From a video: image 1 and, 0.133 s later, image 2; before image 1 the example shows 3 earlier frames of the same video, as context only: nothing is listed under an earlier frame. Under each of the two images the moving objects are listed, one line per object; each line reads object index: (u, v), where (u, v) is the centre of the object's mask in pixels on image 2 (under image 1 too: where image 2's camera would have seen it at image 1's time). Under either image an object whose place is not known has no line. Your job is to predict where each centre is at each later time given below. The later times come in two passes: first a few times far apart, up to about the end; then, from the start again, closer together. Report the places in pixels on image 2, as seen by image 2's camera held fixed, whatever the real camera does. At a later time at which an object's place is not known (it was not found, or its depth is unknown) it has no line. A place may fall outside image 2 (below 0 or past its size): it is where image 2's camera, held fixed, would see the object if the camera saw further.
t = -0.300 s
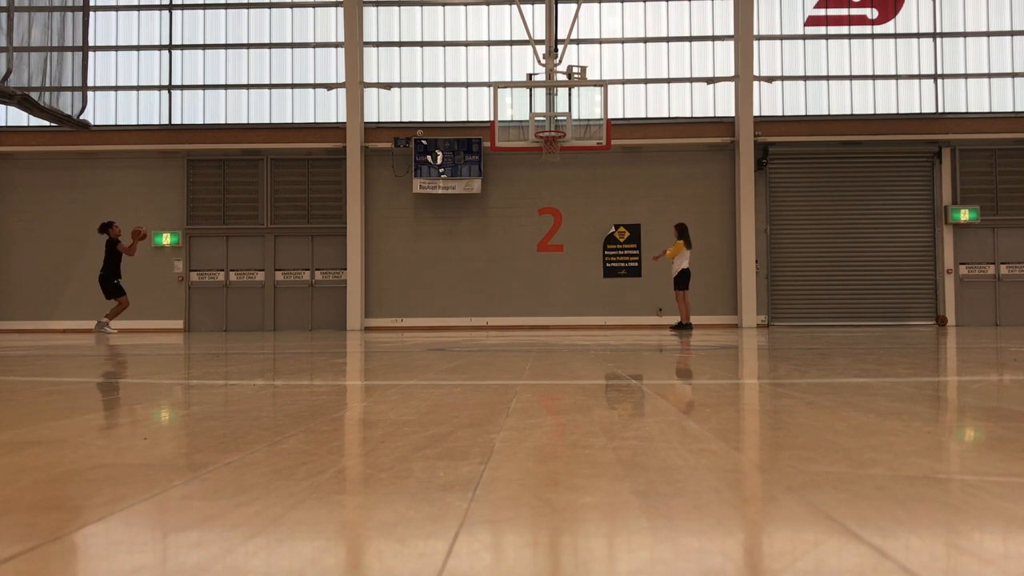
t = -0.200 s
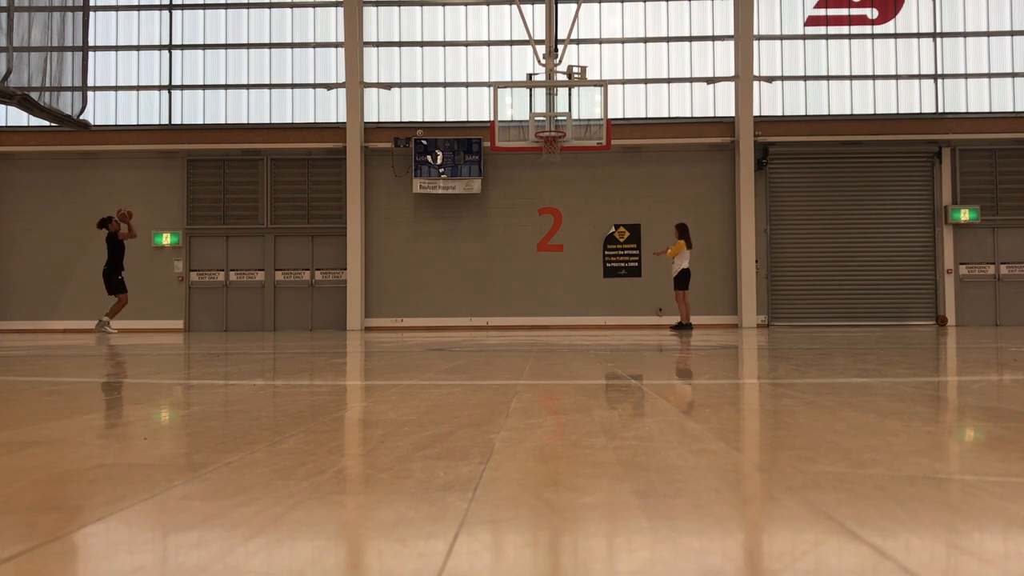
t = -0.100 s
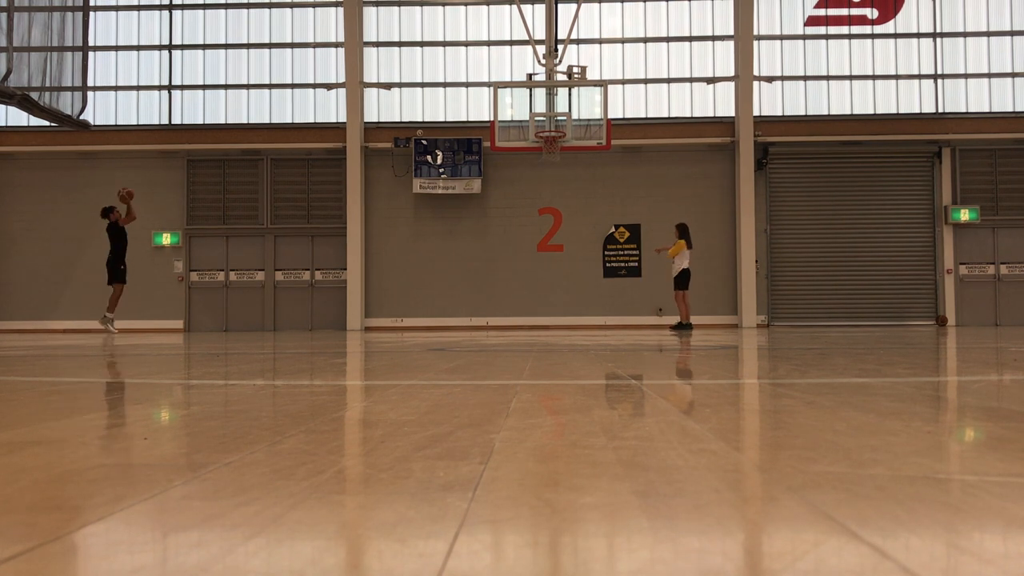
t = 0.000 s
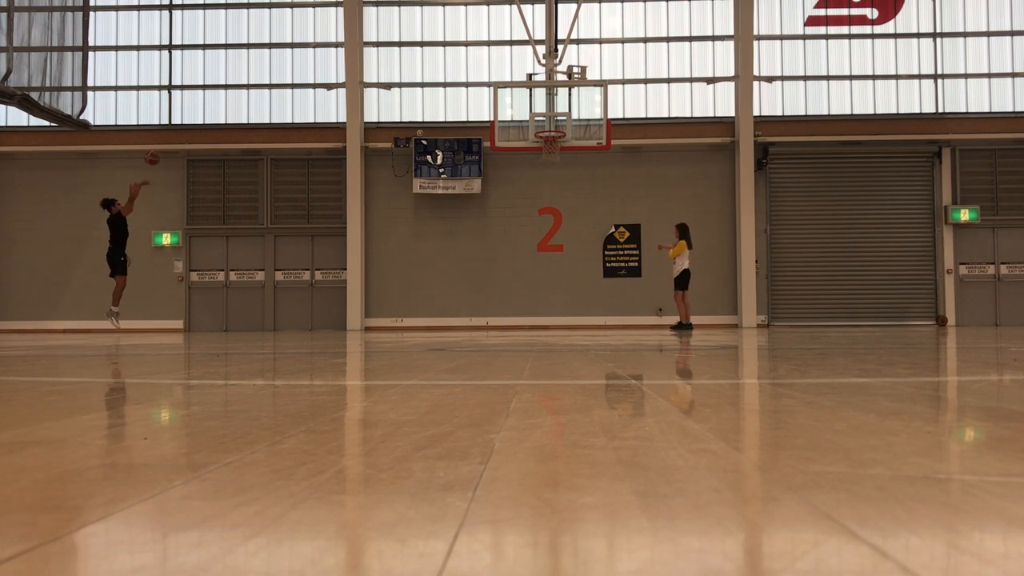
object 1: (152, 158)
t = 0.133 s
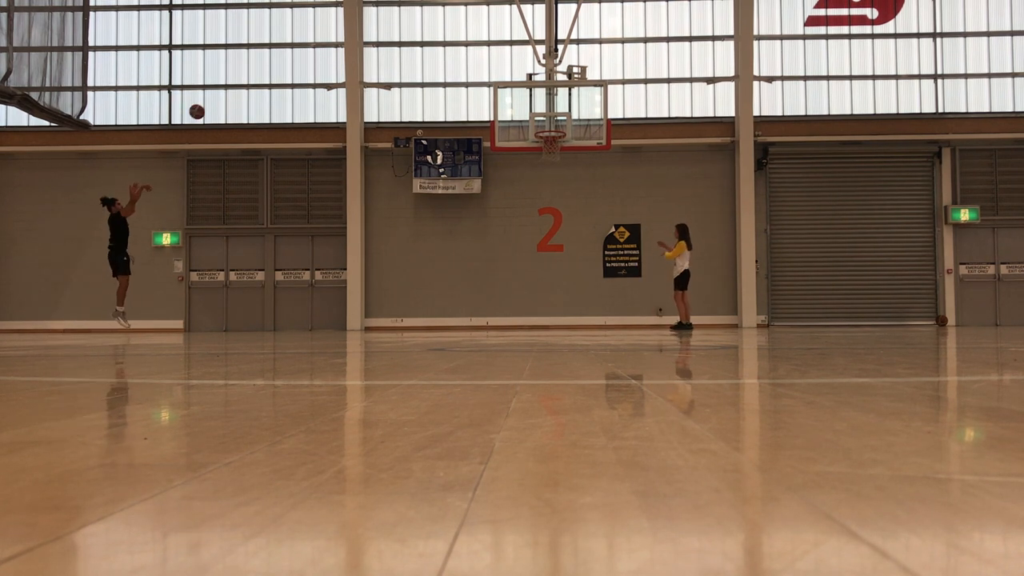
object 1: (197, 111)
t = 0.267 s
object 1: (241, 76)
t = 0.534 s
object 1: (329, 38)
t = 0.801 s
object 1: (416, 43)
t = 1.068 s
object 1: (503, 90)
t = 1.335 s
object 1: (566, 144)
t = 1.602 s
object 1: (575, 172)
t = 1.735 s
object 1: (580, 202)
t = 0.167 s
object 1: (208, 102)
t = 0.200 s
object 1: (219, 93)
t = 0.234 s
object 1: (230, 84)
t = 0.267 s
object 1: (241, 76)
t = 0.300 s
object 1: (252, 69)
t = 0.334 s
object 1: (263, 63)
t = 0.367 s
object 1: (274, 57)
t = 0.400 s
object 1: (285, 52)
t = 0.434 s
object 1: (296, 47)
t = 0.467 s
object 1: (307, 44)
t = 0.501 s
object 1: (318, 40)
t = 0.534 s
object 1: (329, 38)
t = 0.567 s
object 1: (340, 36)
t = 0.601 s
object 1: (351, 35)
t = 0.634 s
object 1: (361, 35)
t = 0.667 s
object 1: (372, 35)
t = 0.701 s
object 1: (383, 36)
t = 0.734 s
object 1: (394, 37)
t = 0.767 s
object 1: (405, 39)
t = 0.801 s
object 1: (416, 43)
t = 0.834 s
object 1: (427, 46)
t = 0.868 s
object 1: (438, 50)
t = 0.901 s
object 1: (448, 55)
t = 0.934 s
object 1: (459, 61)
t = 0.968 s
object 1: (470, 67)
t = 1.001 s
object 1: (481, 74)
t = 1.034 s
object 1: (492, 82)
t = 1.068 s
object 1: (503, 90)
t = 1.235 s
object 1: (553, 138)
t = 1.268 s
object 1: (562, 145)
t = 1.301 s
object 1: (563, 143)
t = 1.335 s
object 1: (566, 144)
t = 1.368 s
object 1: (565, 143)
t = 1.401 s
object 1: (568, 147)
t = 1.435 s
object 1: (569, 150)
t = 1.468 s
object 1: (570, 154)
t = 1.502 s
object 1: (571, 159)
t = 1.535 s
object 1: (572, 162)
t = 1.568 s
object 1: (574, 167)
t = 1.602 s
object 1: (575, 172)
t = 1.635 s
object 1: (576, 179)
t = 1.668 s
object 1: (578, 186)
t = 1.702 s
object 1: (579, 193)
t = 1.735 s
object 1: (580, 202)
